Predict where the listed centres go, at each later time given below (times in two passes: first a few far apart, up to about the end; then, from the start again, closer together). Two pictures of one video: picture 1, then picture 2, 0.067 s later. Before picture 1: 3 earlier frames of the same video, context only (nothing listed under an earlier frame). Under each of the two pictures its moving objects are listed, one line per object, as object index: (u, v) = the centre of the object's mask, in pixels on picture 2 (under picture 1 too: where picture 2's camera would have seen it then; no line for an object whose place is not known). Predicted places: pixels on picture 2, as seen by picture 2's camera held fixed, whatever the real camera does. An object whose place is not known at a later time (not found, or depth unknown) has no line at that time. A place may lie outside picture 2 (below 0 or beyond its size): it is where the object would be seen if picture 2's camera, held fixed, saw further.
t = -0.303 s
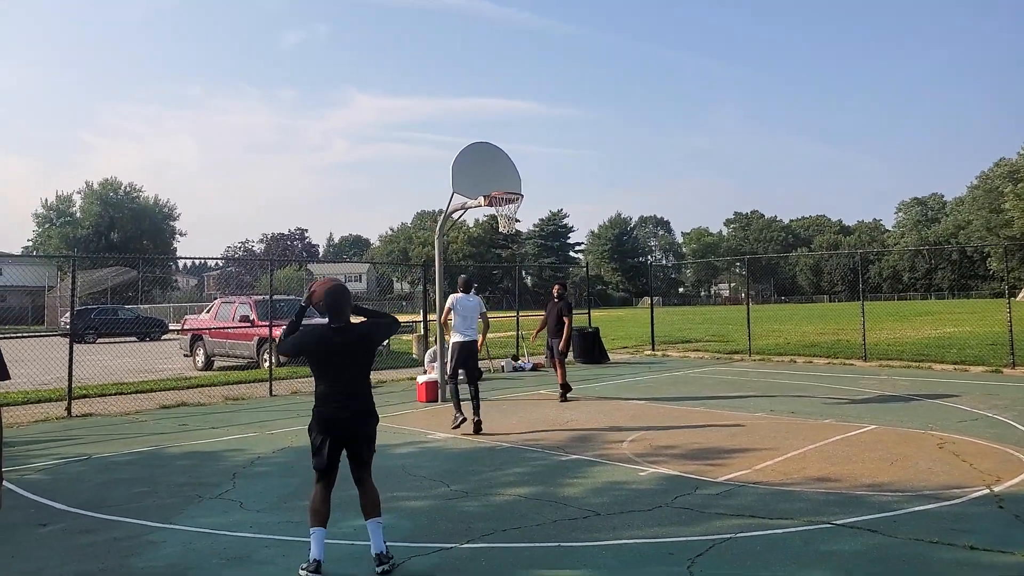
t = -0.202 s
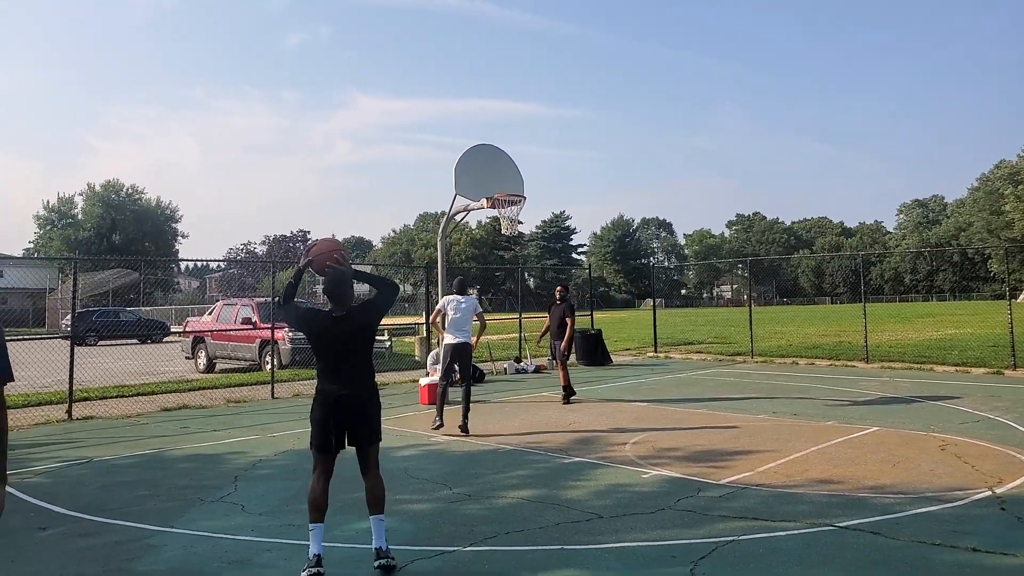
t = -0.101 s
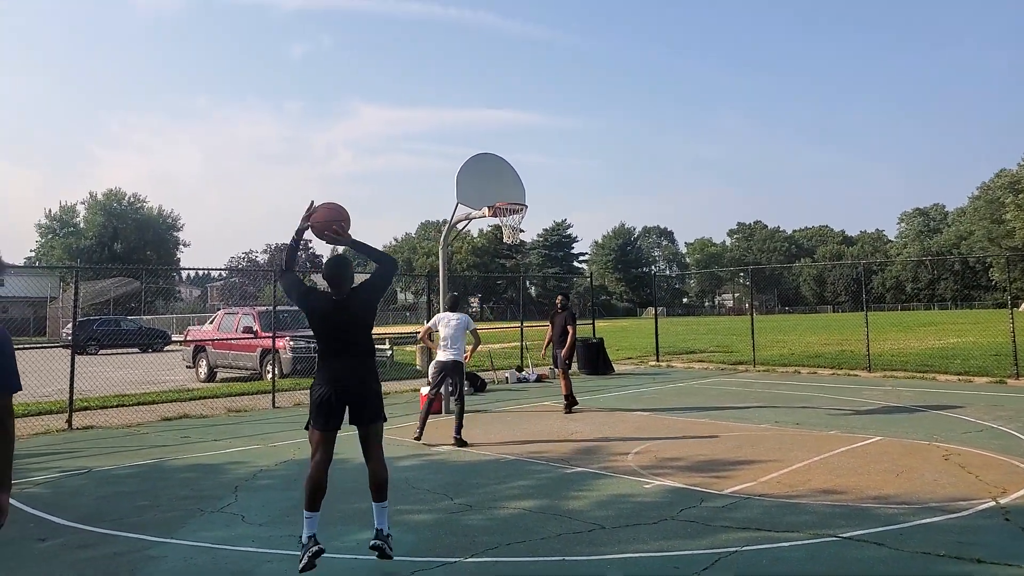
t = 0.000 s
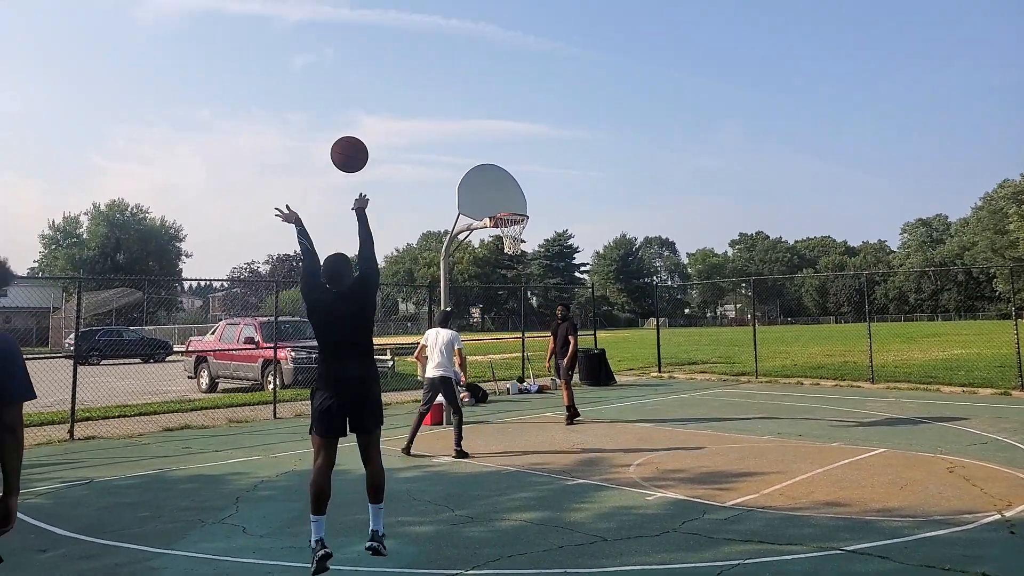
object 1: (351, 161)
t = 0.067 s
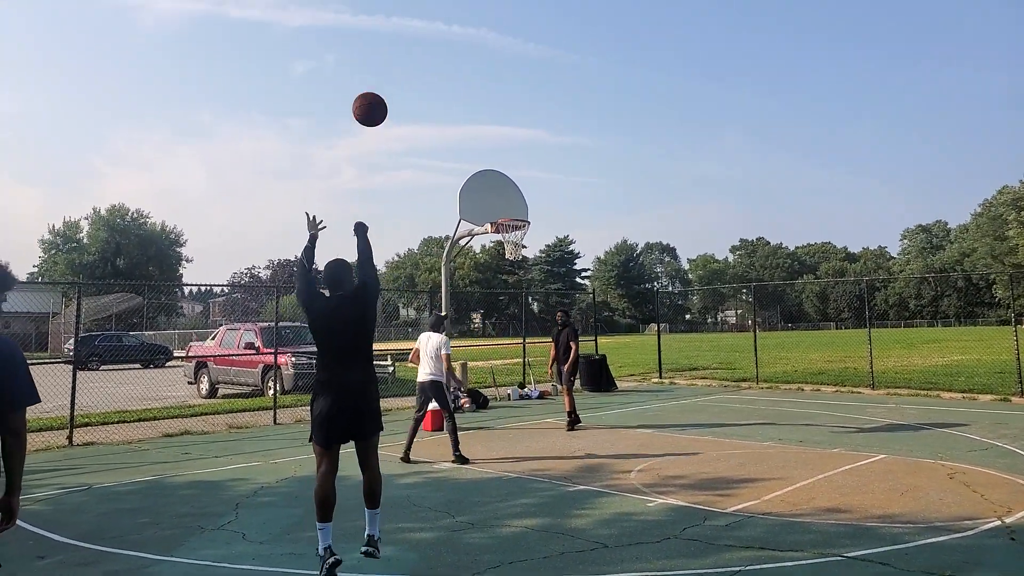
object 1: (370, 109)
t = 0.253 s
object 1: (411, 24)
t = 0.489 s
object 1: (449, -6)
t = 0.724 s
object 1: (478, 14)
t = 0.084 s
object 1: (374, 99)
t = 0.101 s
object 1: (378, 88)
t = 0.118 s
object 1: (382, 79)
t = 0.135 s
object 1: (386, 70)
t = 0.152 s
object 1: (390, 62)
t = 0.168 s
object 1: (394, 54)
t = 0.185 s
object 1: (397, 48)
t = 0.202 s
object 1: (401, 41)
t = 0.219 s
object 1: (405, 35)
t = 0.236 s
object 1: (408, 29)
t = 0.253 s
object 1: (411, 24)
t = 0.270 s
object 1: (414, 19)
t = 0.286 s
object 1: (417, 15)
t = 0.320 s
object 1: (423, 8)
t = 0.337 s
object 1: (426, 4)
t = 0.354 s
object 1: (429, 1)
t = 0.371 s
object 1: (431, 0)
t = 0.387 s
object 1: (434, -2)
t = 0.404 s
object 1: (437, -3)
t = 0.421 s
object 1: (439, -4)
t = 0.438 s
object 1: (442, -5)
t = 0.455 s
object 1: (444, -5)
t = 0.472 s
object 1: (447, -5)
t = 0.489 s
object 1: (449, -6)
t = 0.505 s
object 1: (451, -6)
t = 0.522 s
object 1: (453, -6)
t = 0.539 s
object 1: (456, -6)
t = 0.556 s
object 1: (458, -6)
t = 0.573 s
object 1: (460, -5)
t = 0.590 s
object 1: (462, -5)
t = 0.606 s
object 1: (464, -4)
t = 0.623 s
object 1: (466, -2)
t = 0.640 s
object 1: (468, 0)
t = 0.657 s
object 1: (470, 2)
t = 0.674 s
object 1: (472, 5)
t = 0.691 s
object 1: (474, 7)
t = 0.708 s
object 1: (476, 10)
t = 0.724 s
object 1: (478, 14)
